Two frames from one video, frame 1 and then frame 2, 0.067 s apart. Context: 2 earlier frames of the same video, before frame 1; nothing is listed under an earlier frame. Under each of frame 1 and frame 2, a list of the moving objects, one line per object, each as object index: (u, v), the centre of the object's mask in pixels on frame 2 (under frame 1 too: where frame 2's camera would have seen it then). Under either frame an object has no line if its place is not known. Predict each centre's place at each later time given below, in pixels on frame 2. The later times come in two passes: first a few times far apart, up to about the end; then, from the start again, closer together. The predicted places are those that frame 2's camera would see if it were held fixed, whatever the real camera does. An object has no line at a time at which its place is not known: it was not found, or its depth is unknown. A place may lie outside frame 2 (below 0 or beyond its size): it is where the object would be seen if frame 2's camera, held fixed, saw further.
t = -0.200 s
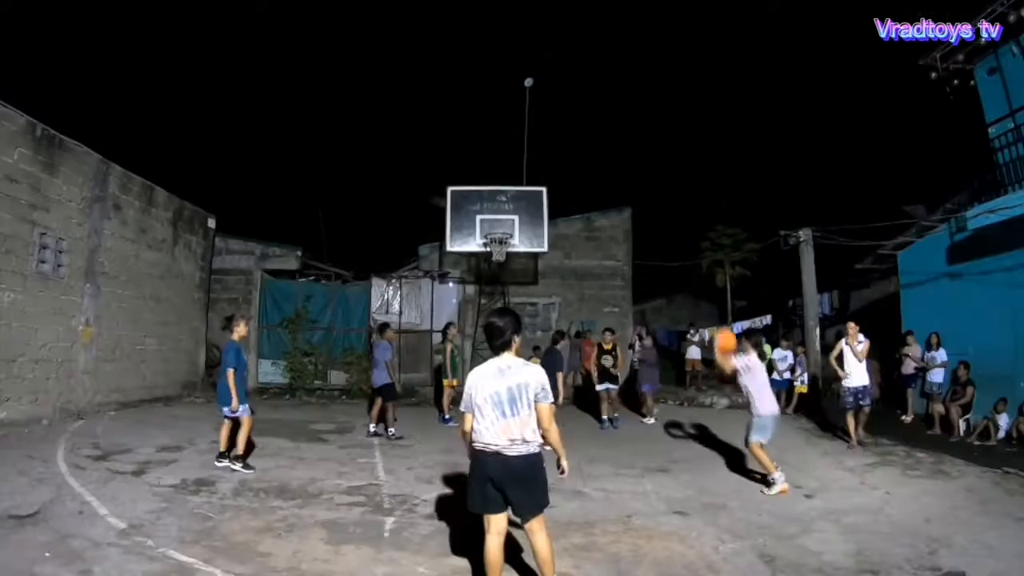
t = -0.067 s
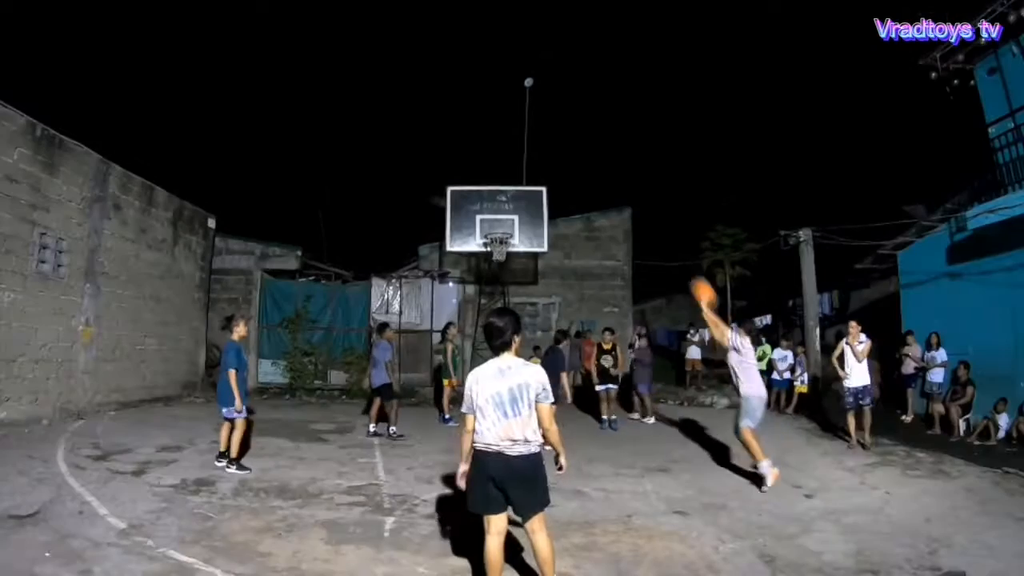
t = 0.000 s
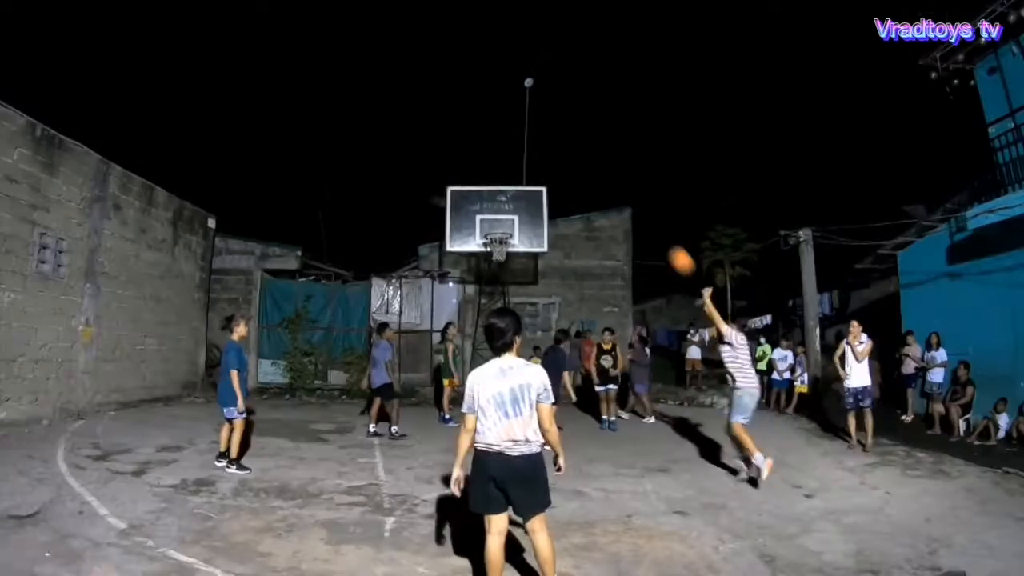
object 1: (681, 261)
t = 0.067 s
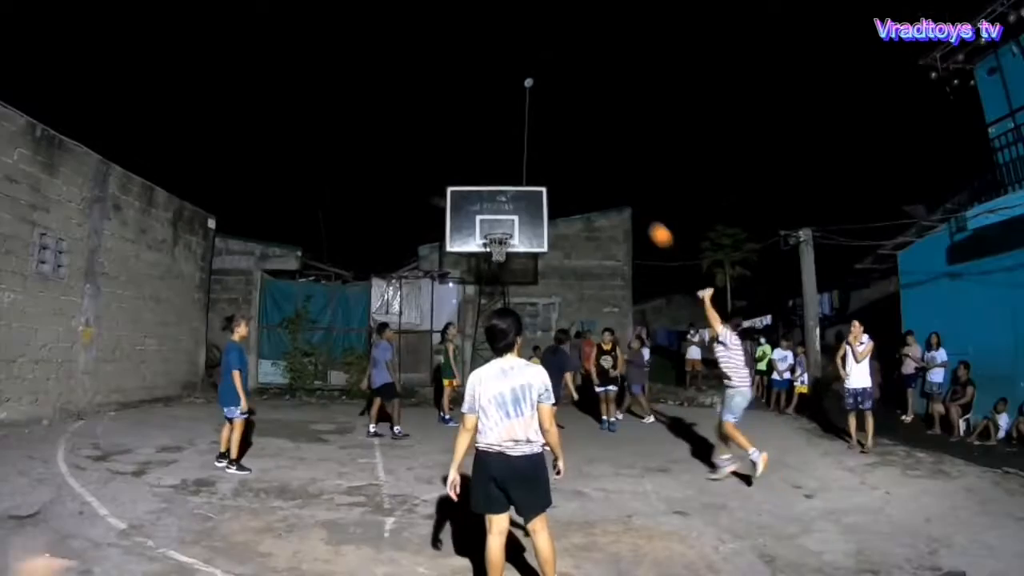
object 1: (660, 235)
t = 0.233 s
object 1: (615, 195)
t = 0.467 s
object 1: (570, 183)
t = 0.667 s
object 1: (537, 199)
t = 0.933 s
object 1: (512, 226)
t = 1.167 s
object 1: (513, 220)
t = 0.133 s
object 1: (643, 216)
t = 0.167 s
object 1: (633, 208)
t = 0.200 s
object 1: (624, 201)
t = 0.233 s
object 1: (615, 195)
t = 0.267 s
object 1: (608, 191)
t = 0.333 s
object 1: (594, 185)
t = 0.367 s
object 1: (588, 184)
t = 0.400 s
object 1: (581, 183)
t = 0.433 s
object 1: (575, 183)
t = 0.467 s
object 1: (570, 183)
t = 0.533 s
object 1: (558, 186)
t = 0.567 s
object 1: (553, 188)
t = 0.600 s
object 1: (548, 192)
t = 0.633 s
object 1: (543, 196)
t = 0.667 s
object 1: (537, 199)
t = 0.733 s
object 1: (529, 210)
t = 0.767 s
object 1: (525, 215)
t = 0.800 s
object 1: (518, 222)
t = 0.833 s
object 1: (515, 228)
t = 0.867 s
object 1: (513, 228)
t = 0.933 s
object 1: (512, 226)
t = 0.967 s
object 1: (511, 224)
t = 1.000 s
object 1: (511, 223)
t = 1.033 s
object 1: (511, 222)
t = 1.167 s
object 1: (513, 220)
